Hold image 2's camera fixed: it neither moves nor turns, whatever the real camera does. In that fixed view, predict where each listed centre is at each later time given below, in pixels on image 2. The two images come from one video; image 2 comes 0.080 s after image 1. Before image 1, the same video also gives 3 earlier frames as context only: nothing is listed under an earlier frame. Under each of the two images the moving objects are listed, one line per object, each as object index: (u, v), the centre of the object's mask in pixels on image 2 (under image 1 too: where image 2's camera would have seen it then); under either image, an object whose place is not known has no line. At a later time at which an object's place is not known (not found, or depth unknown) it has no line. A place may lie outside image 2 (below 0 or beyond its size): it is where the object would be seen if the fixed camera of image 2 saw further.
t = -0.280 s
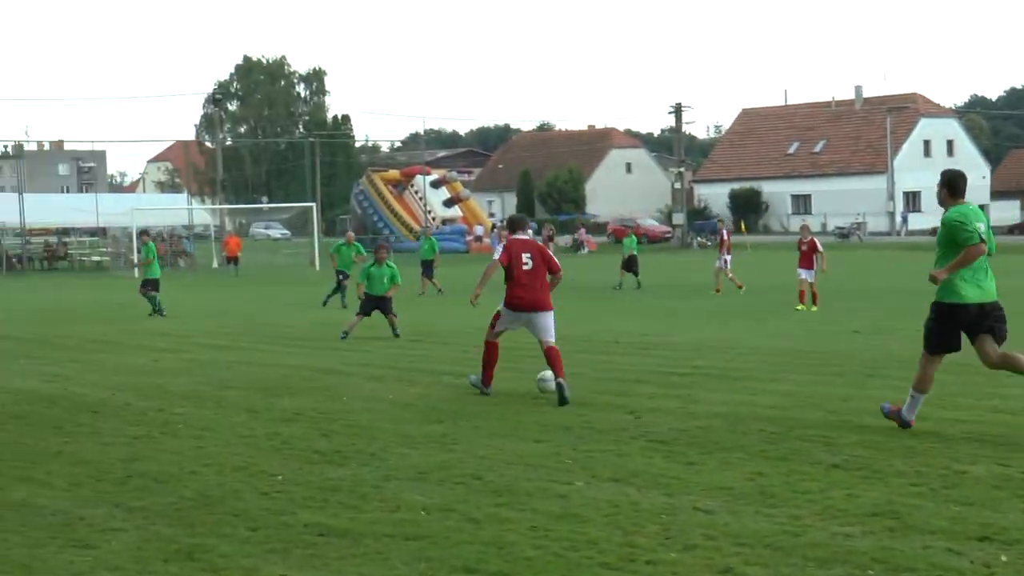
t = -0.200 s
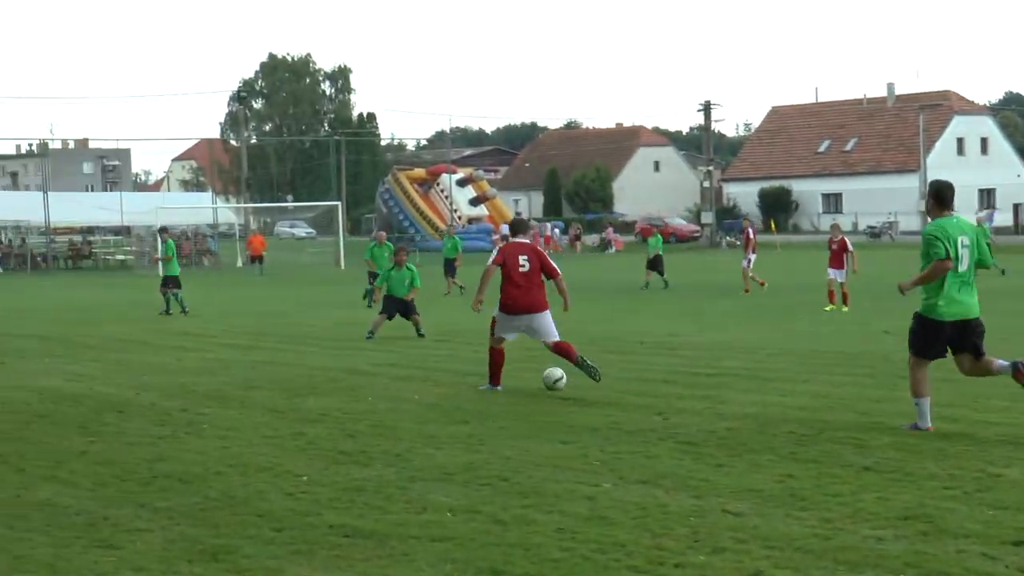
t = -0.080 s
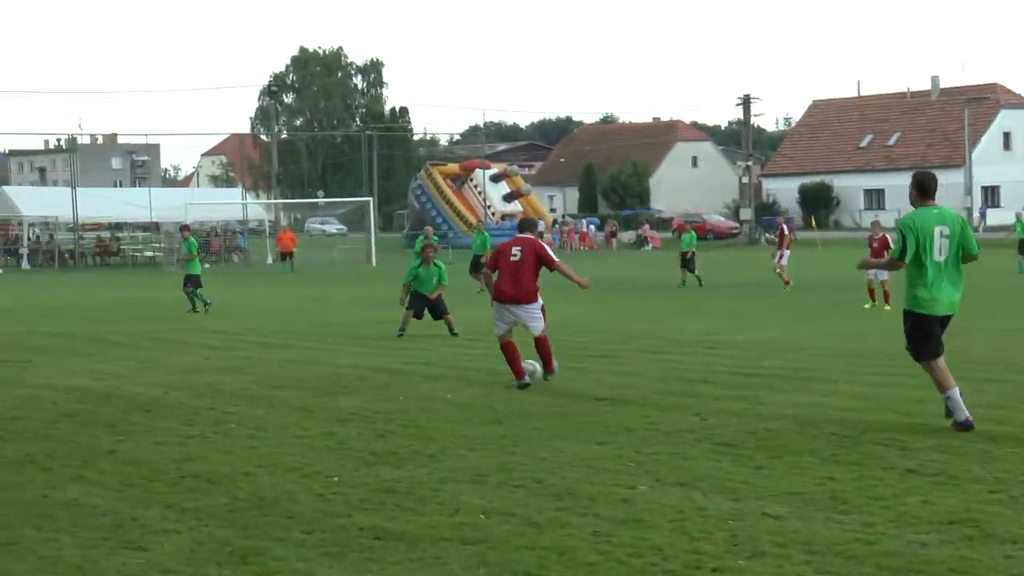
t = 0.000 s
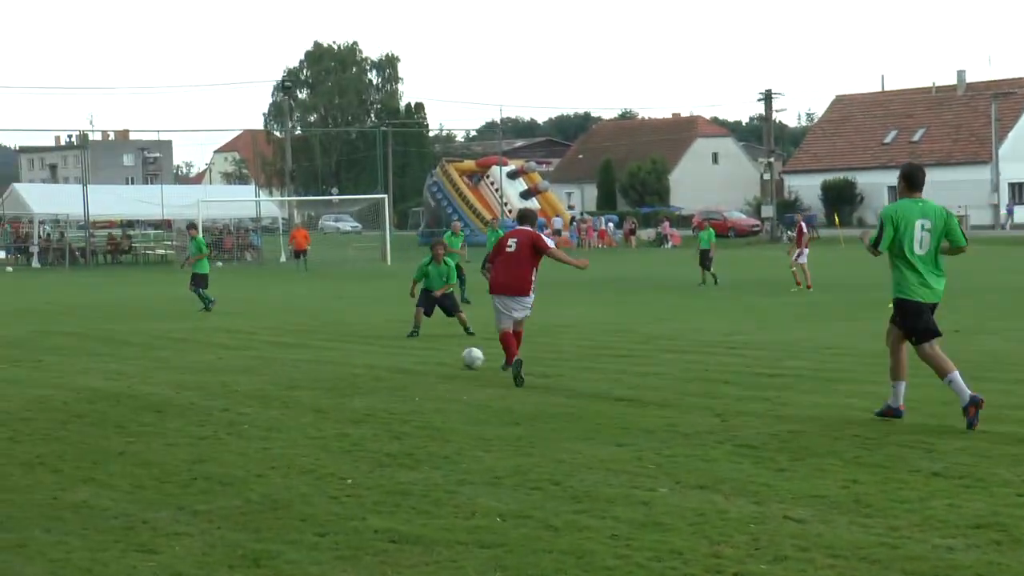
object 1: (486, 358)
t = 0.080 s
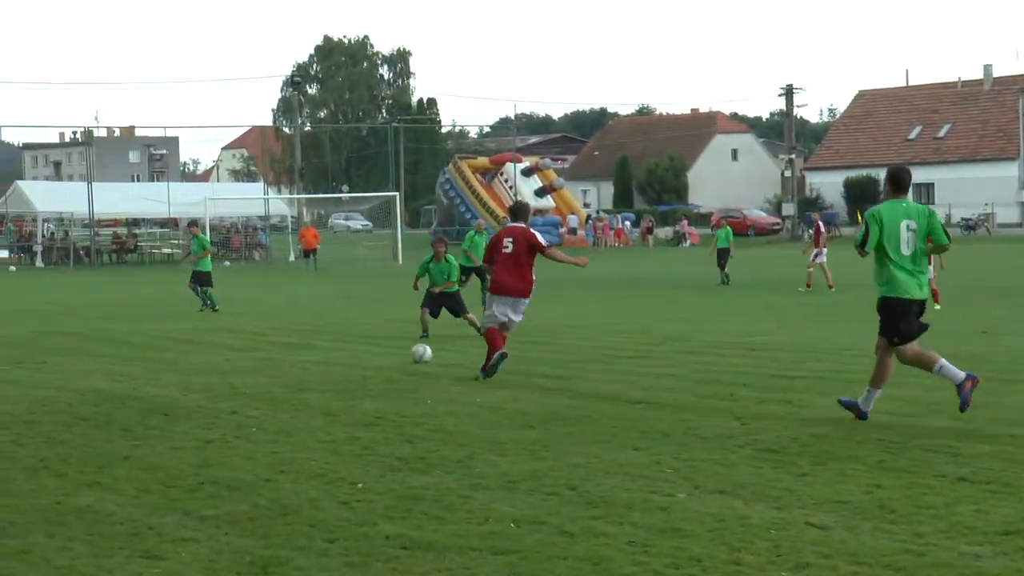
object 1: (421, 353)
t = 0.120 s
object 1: (392, 352)
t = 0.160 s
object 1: (365, 352)
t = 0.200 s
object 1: (342, 353)
